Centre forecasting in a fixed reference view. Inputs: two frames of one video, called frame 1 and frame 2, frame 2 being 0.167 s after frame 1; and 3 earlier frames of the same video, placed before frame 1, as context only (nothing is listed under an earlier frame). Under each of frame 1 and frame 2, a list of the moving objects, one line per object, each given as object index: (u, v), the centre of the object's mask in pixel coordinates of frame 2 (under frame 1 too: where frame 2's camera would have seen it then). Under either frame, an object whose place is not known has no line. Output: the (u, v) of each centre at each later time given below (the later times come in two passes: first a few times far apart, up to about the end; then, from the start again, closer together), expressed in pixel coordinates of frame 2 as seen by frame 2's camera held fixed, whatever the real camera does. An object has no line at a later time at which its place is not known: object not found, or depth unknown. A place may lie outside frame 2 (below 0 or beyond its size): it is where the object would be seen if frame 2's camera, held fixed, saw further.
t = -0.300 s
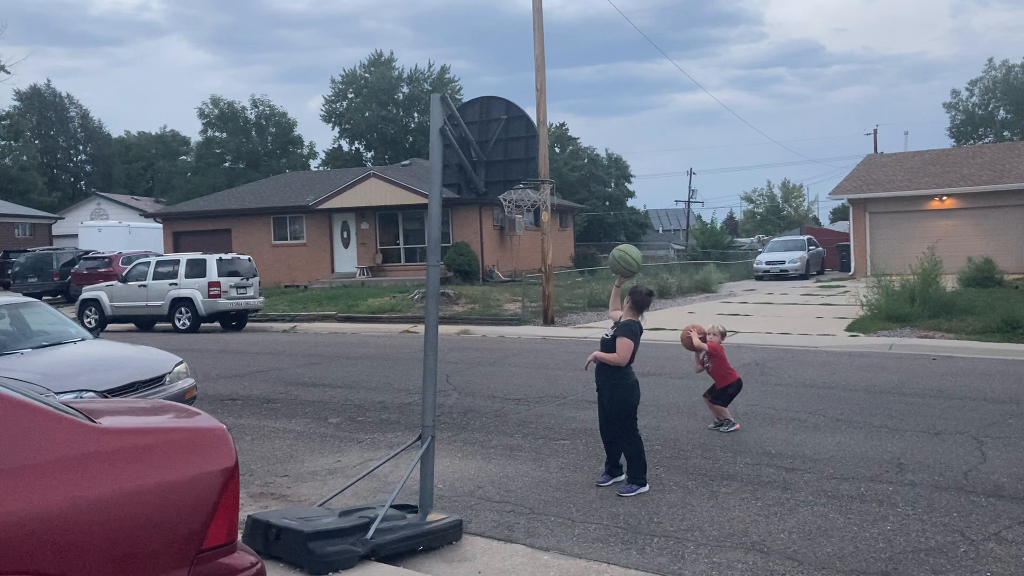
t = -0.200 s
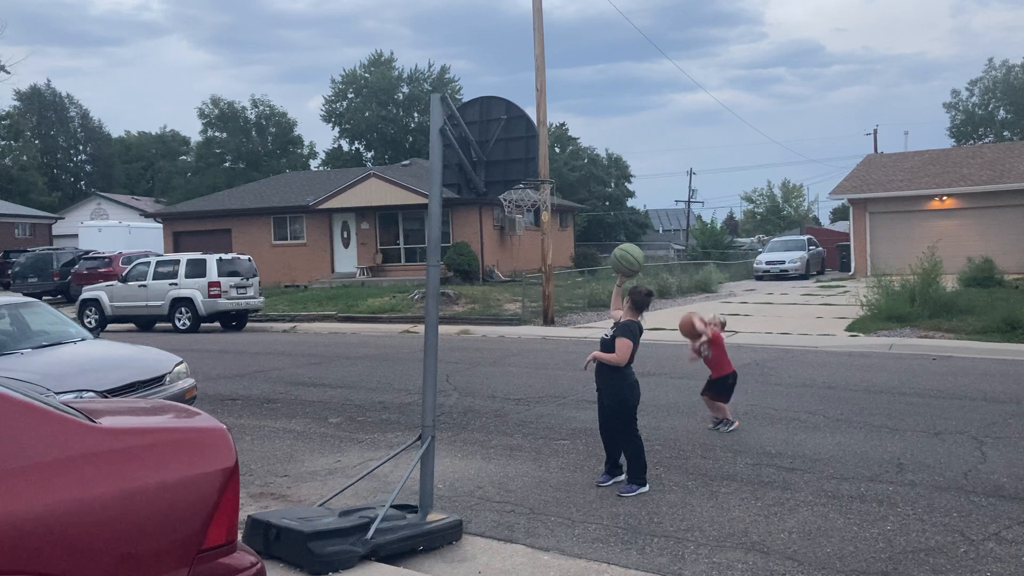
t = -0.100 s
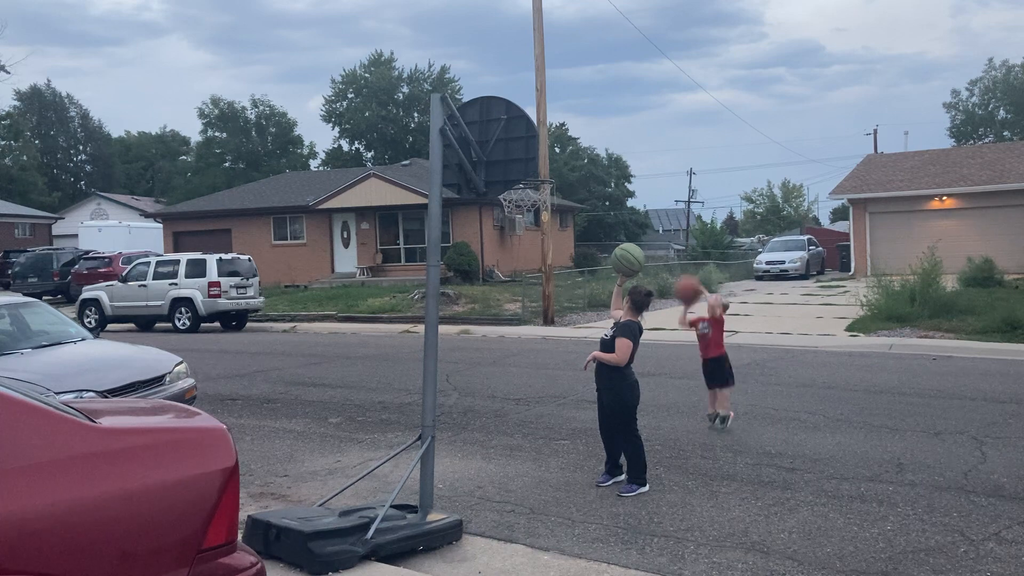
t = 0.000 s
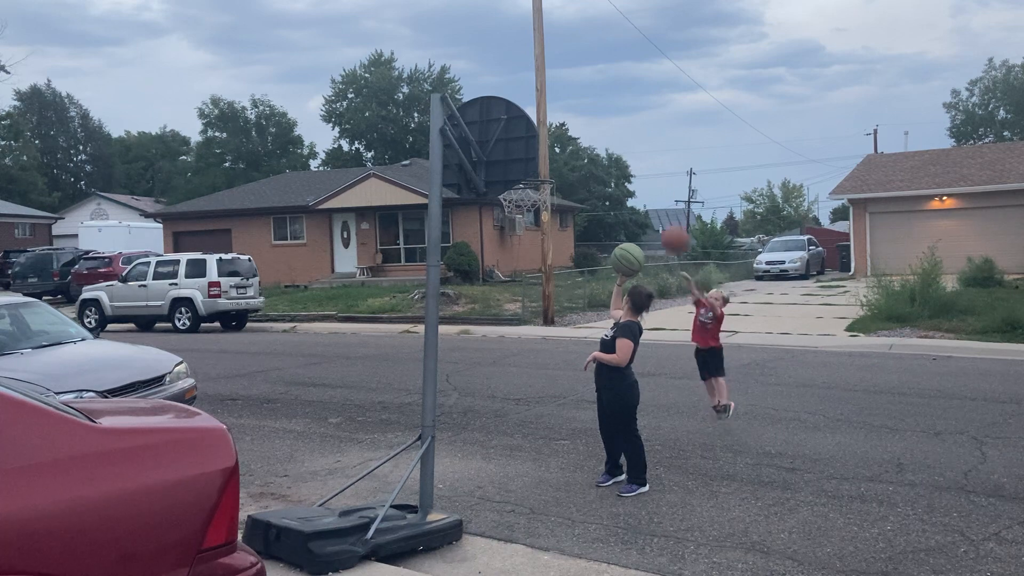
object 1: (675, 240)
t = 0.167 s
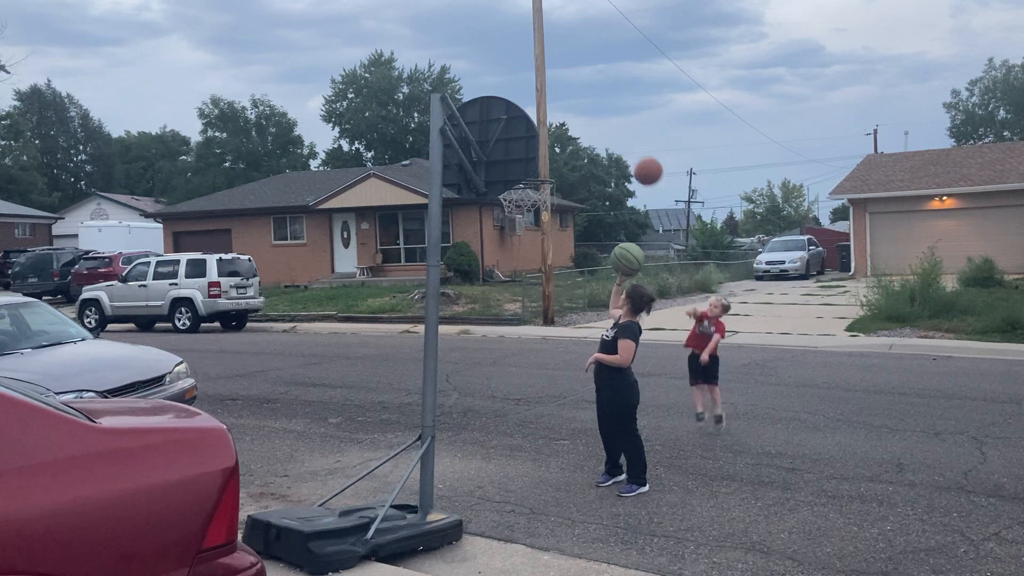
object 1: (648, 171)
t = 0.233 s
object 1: (637, 151)
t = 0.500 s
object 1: (592, 125)
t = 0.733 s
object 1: (554, 173)
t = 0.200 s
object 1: (643, 161)
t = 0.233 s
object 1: (637, 151)
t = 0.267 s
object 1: (632, 144)
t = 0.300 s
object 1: (626, 137)
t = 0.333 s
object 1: (621, 132)
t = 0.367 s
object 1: (615, 128)
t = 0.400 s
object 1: (610, 125)
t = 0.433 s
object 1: (604, 124)
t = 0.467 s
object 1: (598, 123)
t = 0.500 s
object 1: (592, 125)
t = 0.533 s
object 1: (587, 127)
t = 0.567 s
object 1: (581, 132)
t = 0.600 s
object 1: (574, 138)
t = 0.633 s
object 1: (569, 145)
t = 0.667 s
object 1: (564, 154)
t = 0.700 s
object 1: (557, 163)
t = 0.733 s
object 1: (554, 173)
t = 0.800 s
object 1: (568, 185)
